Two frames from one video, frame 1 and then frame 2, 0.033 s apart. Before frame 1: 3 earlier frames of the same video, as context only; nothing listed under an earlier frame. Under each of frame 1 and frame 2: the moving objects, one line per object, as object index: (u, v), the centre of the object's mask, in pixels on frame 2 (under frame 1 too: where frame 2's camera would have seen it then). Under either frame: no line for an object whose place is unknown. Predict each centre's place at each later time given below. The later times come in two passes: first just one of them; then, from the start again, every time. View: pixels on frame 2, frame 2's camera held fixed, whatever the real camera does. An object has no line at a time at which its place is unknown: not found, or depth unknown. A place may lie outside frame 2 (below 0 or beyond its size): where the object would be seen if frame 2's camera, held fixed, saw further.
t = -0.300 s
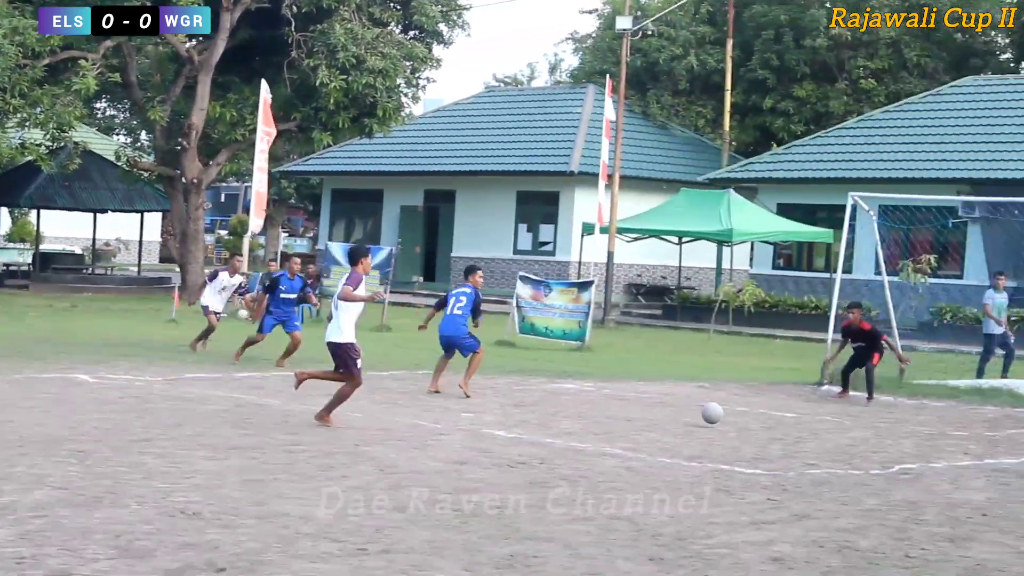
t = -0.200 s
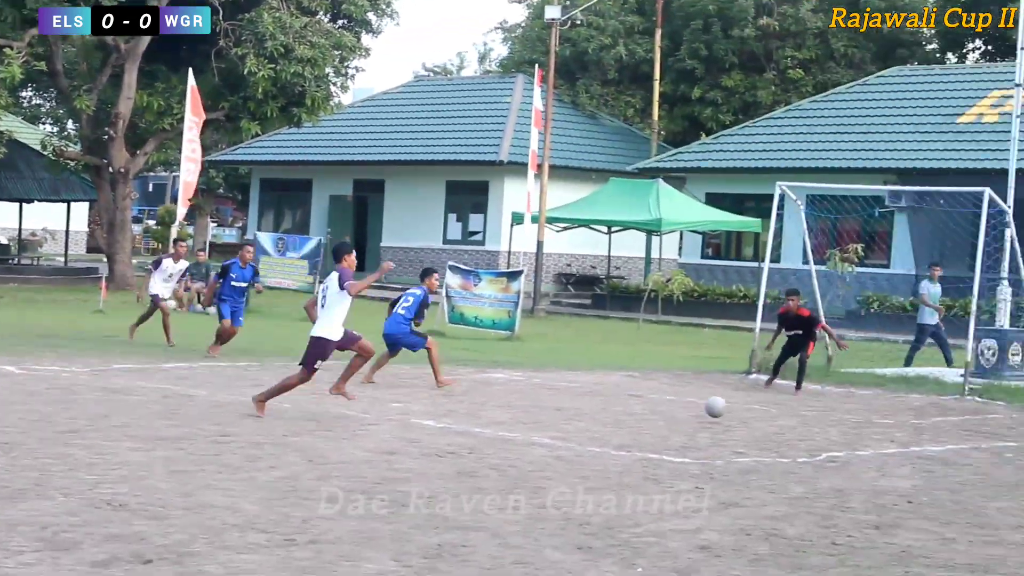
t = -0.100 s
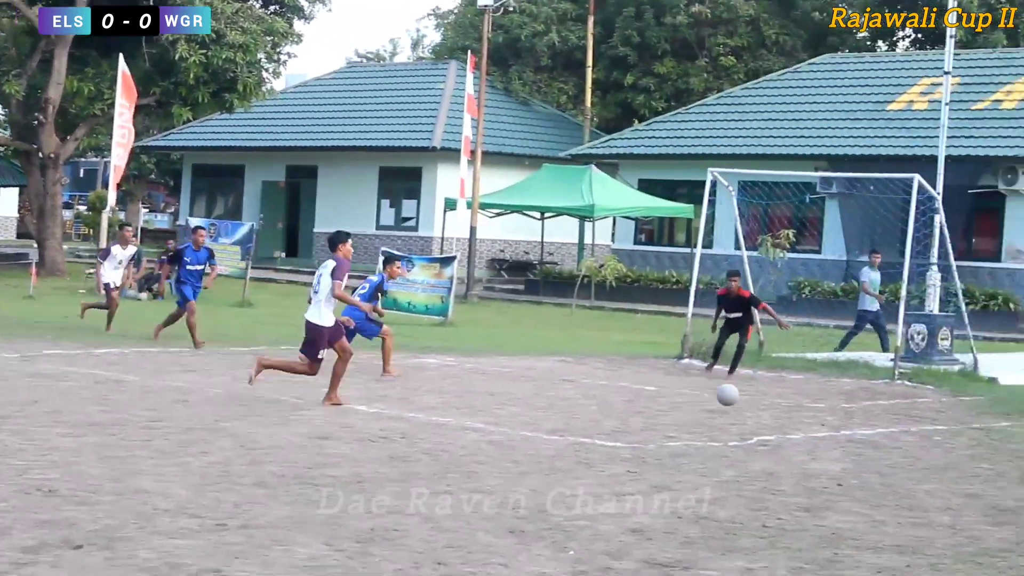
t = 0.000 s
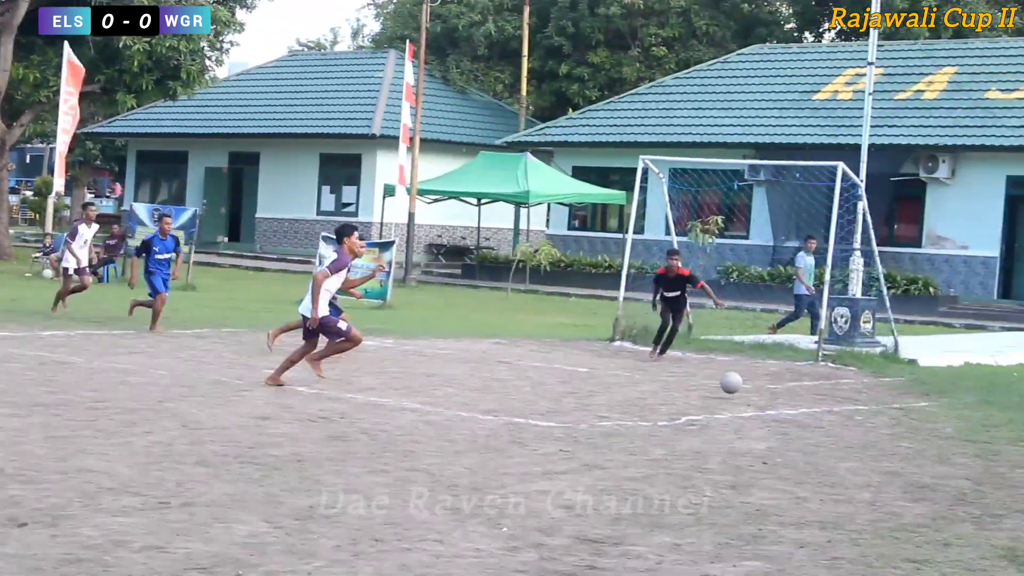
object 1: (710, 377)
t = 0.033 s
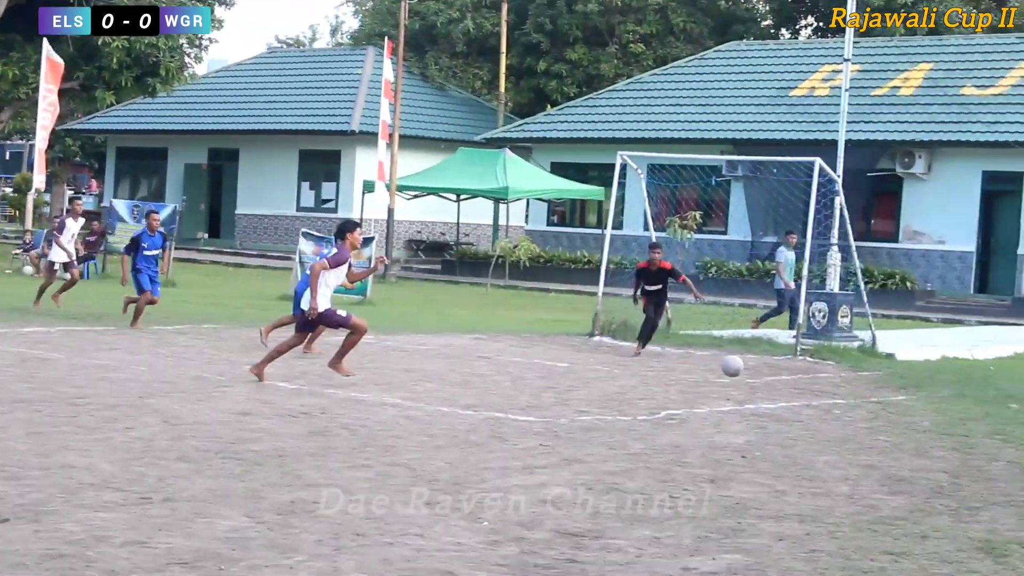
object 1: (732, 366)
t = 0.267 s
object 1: (898, 341)
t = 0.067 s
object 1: (758, 359)
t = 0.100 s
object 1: (780, 353)
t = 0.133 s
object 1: (806, 348)
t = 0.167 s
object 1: (828, 344)
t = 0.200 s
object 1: (853, 341)
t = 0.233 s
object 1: (876, 343)
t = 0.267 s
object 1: (898, 341)
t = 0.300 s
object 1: (924, 343)
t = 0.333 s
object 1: (946, 347)
